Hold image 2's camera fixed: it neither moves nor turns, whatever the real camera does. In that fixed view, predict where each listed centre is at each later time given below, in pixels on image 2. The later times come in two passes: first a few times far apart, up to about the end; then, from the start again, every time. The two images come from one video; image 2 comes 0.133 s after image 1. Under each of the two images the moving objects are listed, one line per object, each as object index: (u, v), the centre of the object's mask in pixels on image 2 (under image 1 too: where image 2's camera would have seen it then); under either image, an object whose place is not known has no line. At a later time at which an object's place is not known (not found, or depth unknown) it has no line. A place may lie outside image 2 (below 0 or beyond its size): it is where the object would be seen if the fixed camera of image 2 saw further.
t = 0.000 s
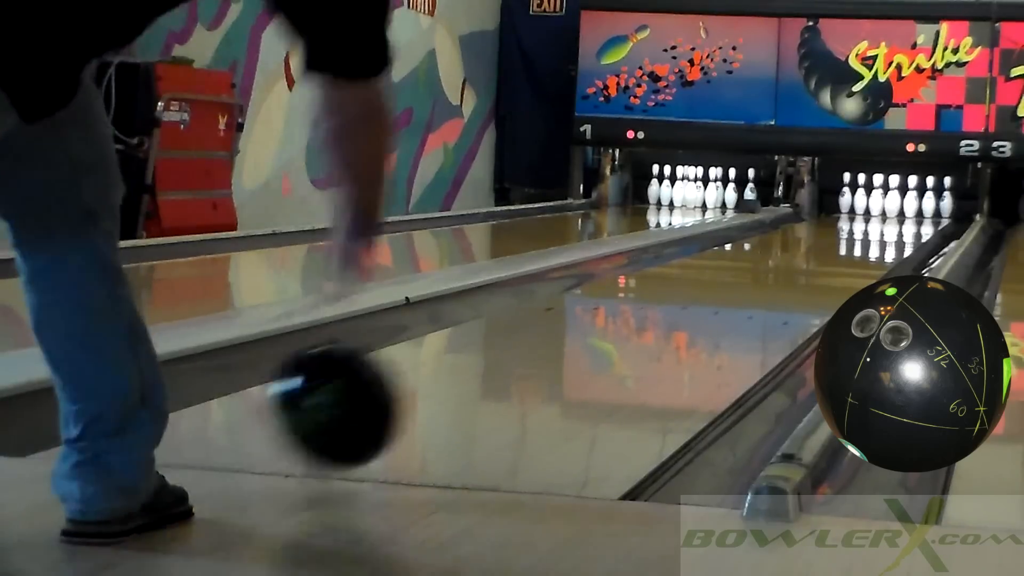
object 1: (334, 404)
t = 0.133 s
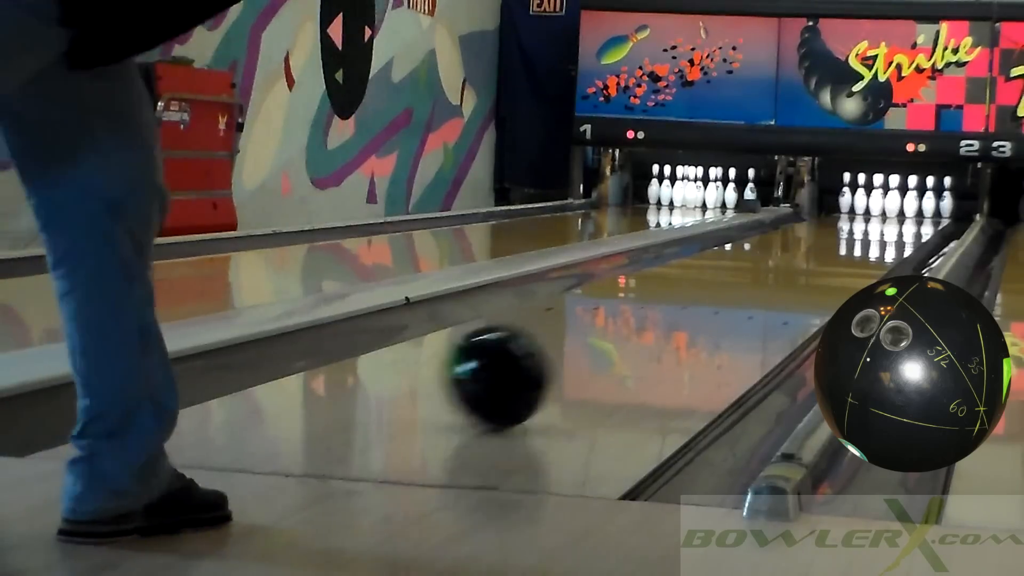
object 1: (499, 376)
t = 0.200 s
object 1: (555, 356)
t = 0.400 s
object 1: (676, 311)
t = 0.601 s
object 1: (752, 282)
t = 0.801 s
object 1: (803, 264)
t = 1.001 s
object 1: (839, 250)
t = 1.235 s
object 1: (868, 237)
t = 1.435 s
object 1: (886, 229)
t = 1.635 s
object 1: (898, 222)
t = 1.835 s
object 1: (905, 217)
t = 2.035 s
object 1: (906, 213)
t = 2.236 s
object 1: (904, 209)
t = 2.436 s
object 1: (899, 207)
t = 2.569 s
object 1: (901, 206)
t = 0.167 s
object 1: (526, 366)
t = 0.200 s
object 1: (555, 356)
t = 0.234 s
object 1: (579, 347)
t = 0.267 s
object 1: (602, 338)
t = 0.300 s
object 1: (623, 330)
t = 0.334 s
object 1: (642, 324)
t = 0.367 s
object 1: (660, 317)
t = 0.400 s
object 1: (676, 311)
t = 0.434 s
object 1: (691, 305)
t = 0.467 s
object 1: (705, 300)
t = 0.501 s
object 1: (718, 295)
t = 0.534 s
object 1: (730, 290)
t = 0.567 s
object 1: (741, 286)
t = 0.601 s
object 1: (752, 282)
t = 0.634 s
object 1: (762, 279)
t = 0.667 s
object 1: (771, 276)
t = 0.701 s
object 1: (780, 273)
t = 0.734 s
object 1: (788, 270)
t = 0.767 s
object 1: (796, 267)
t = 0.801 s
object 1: (803, 264)
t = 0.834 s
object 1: (810, 261)
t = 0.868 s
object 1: (816, 259)
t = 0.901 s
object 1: (823, 257)
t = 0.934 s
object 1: (829, 255)
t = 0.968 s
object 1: (834, 252)
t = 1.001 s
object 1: (839, 250)
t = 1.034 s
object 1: (844, 247)
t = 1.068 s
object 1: (848, 245)
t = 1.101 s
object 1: (853, 244)
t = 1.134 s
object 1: (858, 242)
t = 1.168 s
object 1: (862, 240)
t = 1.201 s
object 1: (865, 239)
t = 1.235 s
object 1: (868, 237)
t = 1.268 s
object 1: (872, 236)
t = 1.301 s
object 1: (875, 234)
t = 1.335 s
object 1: (878, 233)
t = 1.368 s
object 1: (882, 232)
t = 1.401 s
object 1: (883, 231)
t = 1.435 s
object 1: (886, 229)
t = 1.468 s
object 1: (888, 228)
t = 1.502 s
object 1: (891, 227)
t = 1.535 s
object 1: (893, 226)
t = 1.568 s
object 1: (895, 224)
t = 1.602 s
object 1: (896, 223)
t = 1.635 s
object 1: (898, 222)
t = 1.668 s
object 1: (899, 222)
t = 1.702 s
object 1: (901, 220)
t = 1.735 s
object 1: (902, 220)
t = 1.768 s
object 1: (903, 219)
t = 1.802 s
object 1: (904, 218)
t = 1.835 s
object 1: (905, 217)
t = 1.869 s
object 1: (906, 216)
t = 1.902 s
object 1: (906, 215)
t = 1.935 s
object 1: (906, 215)
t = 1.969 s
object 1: (906, 214)
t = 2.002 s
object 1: (907, 213)
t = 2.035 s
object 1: (906, 213)
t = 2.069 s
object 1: (906, 212)
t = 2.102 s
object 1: (906, 211)
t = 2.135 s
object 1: (906, 211)
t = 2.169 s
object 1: (906, 210)
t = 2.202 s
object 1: (906, 210)
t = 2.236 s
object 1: (904, 209)
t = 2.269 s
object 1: (903, 209)
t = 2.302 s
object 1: (903, 208)
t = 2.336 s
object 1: (901, 208)
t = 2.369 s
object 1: (899, 207)
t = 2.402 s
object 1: (898, 207)
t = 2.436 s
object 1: (899, 207)
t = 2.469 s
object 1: (900, 206)
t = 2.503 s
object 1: (900, 206)
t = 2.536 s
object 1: (900, 205)
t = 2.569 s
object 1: (901, 206)
